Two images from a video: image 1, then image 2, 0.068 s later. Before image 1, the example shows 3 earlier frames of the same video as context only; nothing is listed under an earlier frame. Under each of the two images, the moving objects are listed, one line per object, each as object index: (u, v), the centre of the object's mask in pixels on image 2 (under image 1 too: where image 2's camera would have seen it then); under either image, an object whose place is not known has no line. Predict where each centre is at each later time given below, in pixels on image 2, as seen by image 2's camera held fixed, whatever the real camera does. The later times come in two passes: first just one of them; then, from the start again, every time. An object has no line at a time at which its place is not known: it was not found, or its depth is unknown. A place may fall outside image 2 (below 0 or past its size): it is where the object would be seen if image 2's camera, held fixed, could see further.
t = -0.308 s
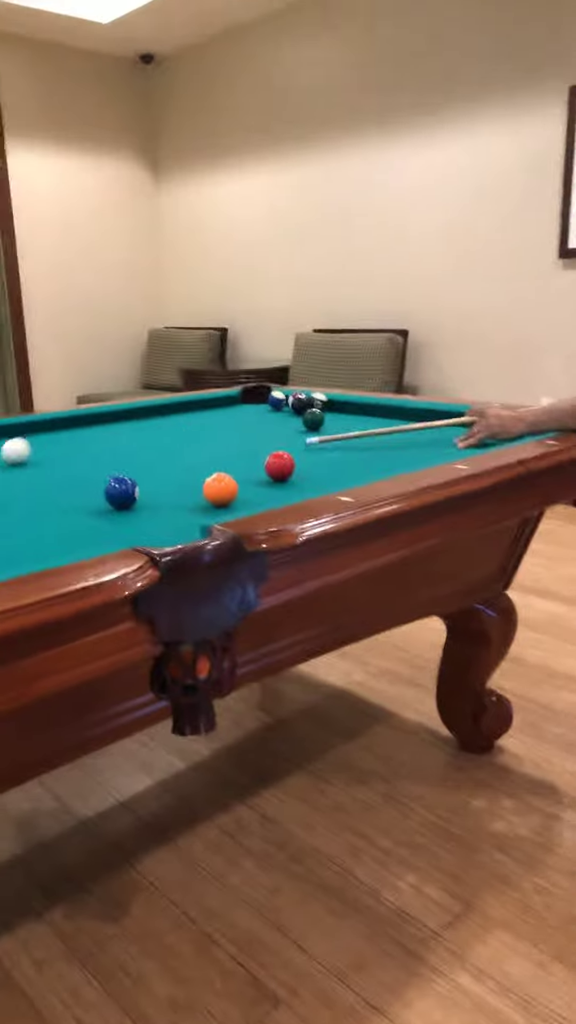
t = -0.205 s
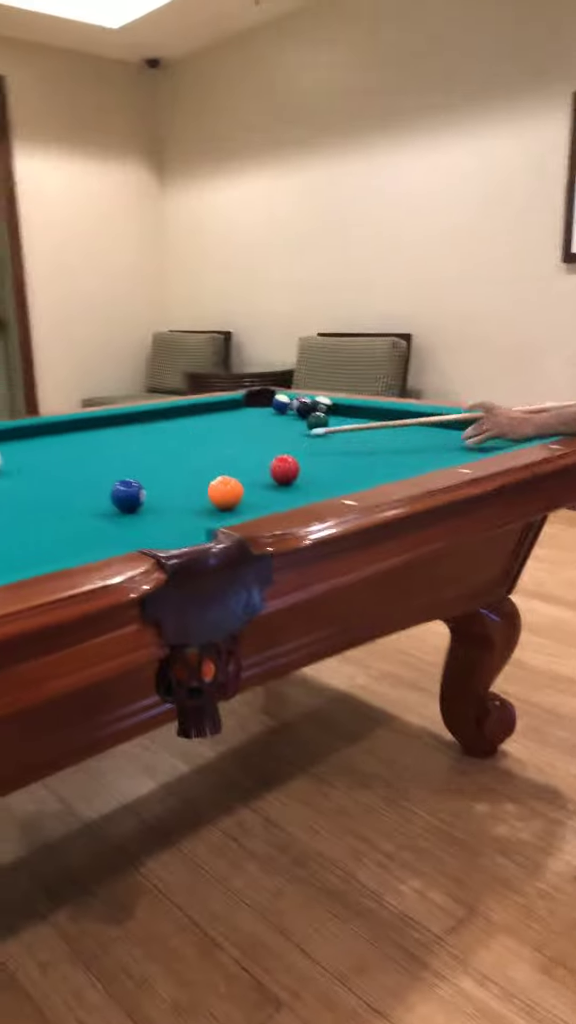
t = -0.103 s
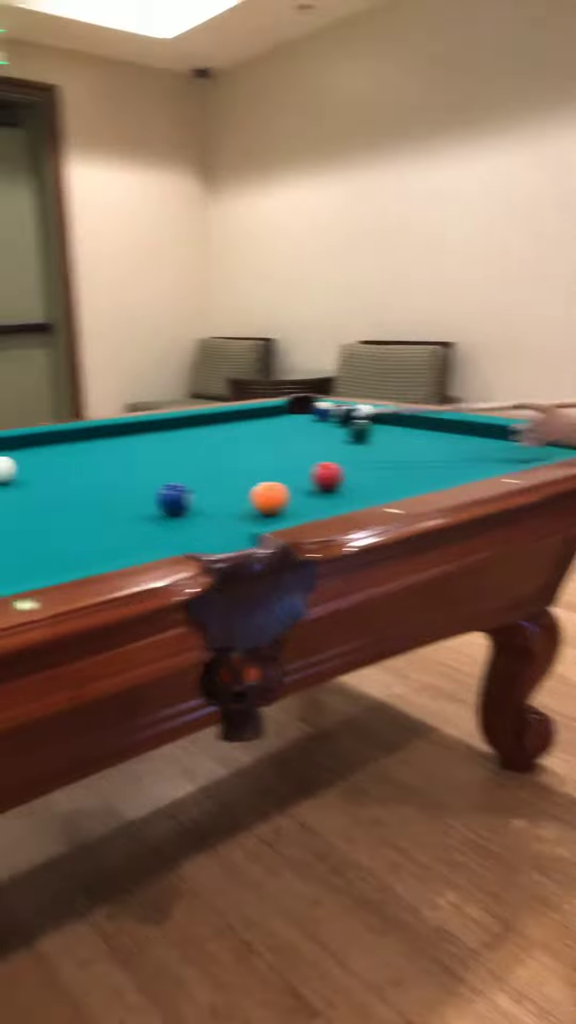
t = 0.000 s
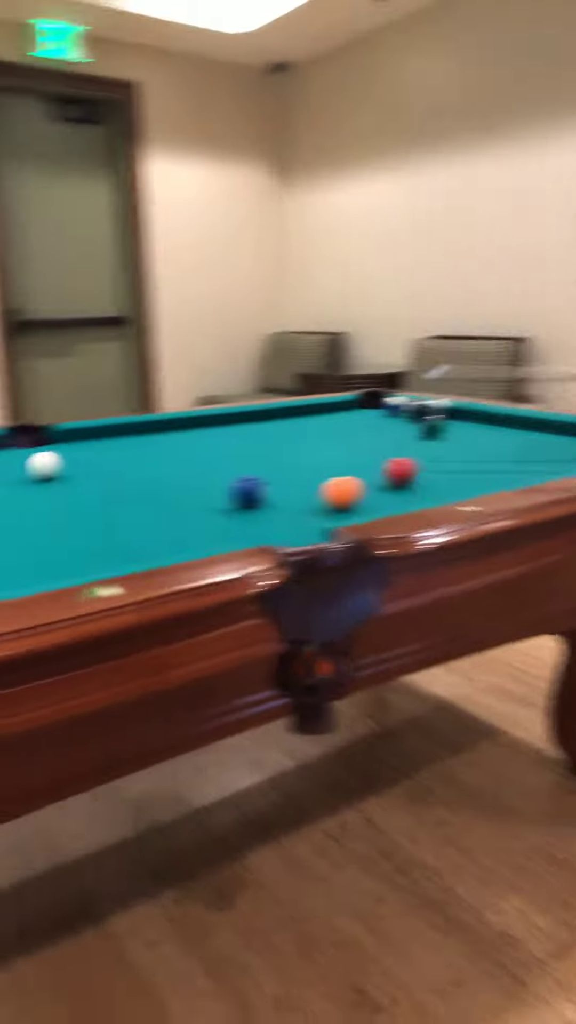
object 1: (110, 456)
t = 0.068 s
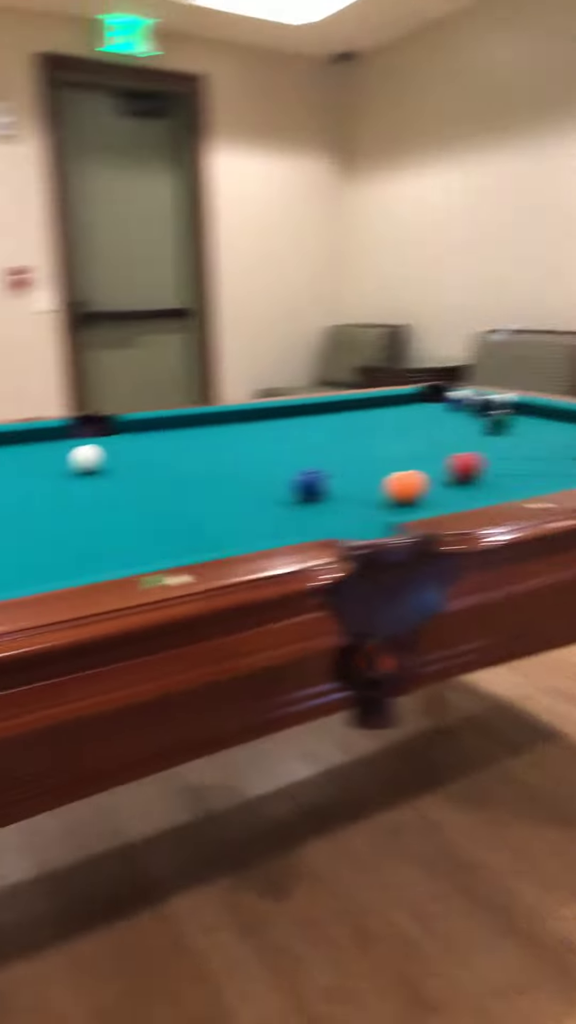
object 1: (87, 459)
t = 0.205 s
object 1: (35, 467)
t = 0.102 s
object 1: (74, 461)
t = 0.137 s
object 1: (60, 463)
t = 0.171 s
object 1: (48, 466)
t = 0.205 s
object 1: (35, 467)
